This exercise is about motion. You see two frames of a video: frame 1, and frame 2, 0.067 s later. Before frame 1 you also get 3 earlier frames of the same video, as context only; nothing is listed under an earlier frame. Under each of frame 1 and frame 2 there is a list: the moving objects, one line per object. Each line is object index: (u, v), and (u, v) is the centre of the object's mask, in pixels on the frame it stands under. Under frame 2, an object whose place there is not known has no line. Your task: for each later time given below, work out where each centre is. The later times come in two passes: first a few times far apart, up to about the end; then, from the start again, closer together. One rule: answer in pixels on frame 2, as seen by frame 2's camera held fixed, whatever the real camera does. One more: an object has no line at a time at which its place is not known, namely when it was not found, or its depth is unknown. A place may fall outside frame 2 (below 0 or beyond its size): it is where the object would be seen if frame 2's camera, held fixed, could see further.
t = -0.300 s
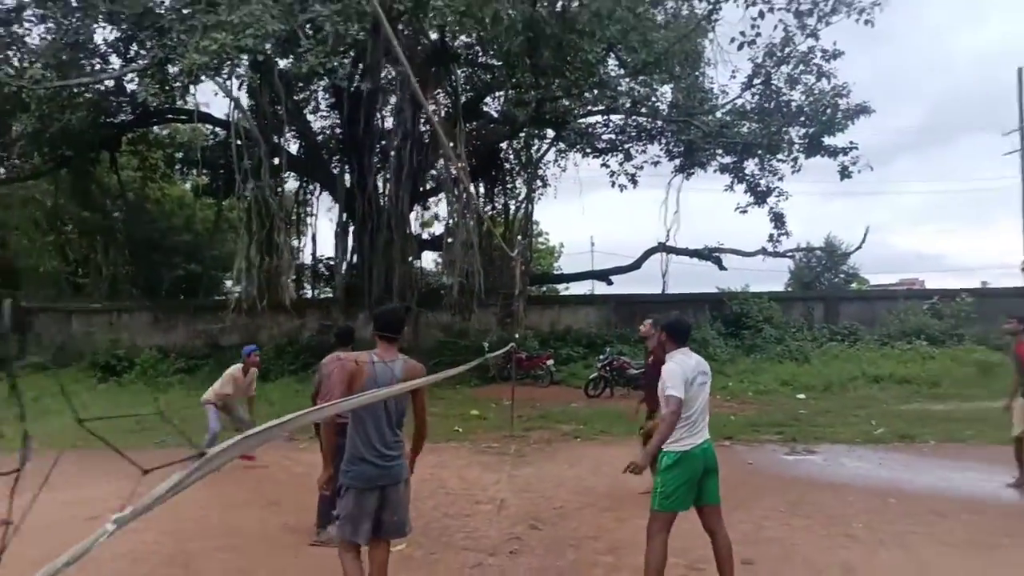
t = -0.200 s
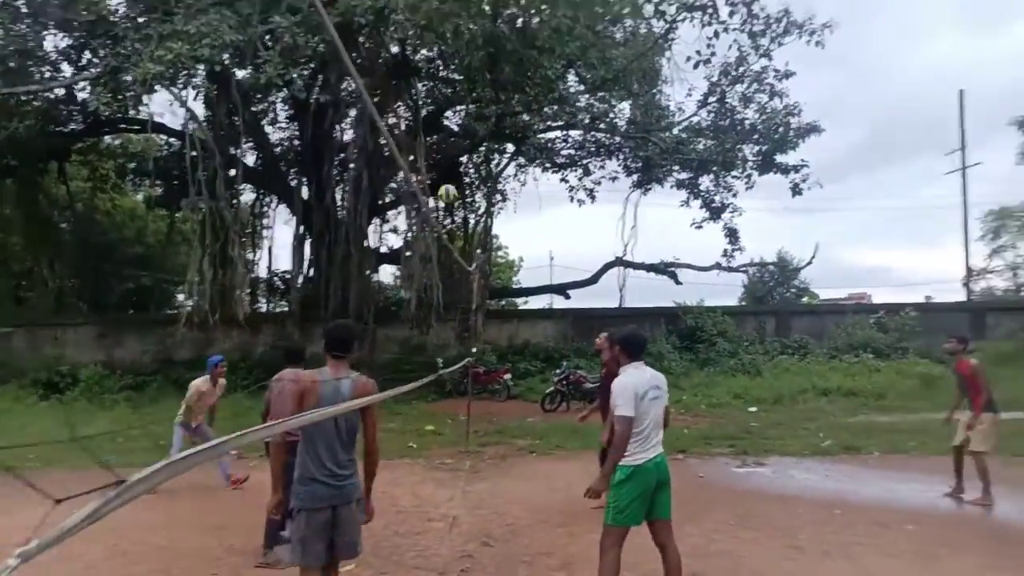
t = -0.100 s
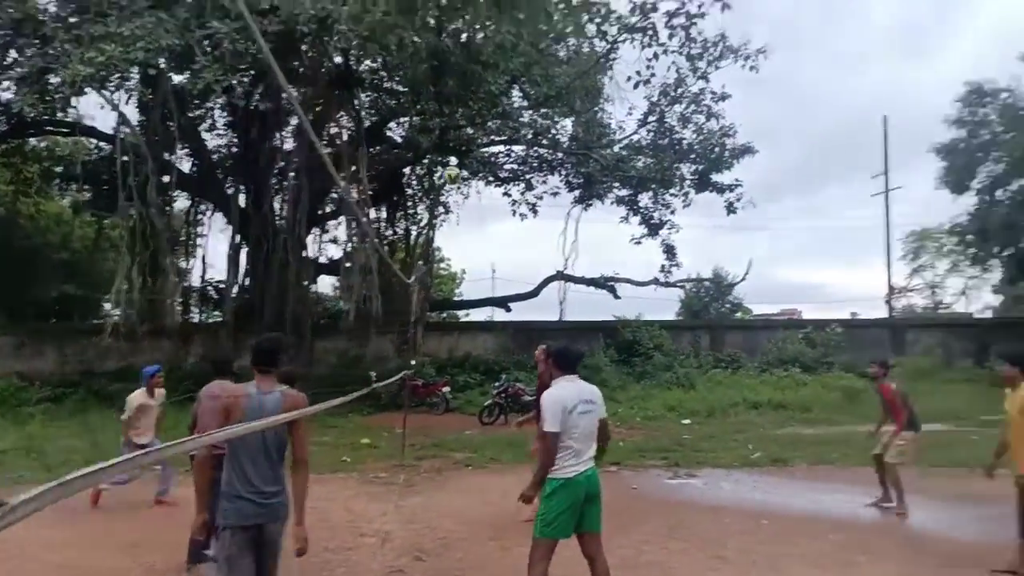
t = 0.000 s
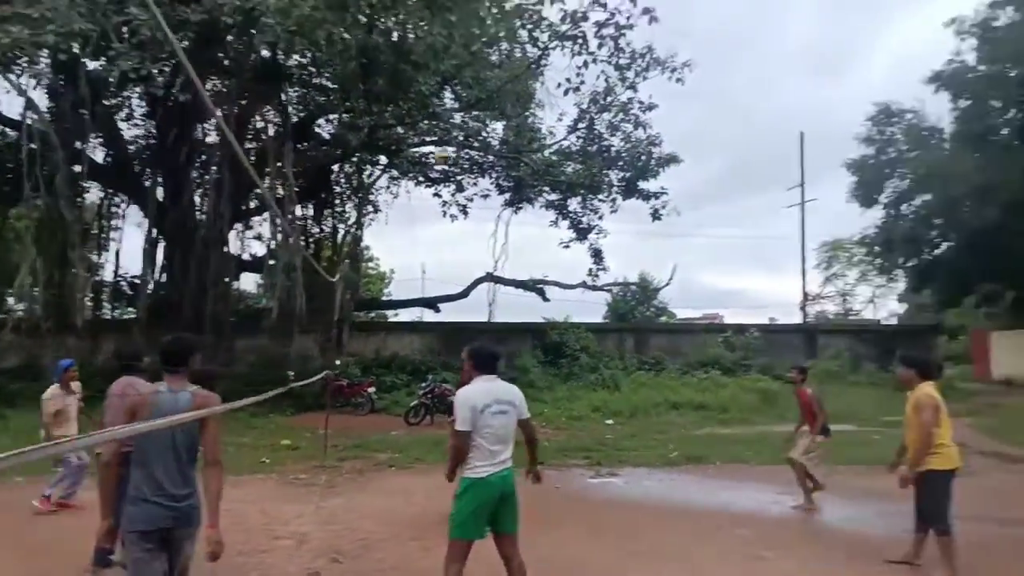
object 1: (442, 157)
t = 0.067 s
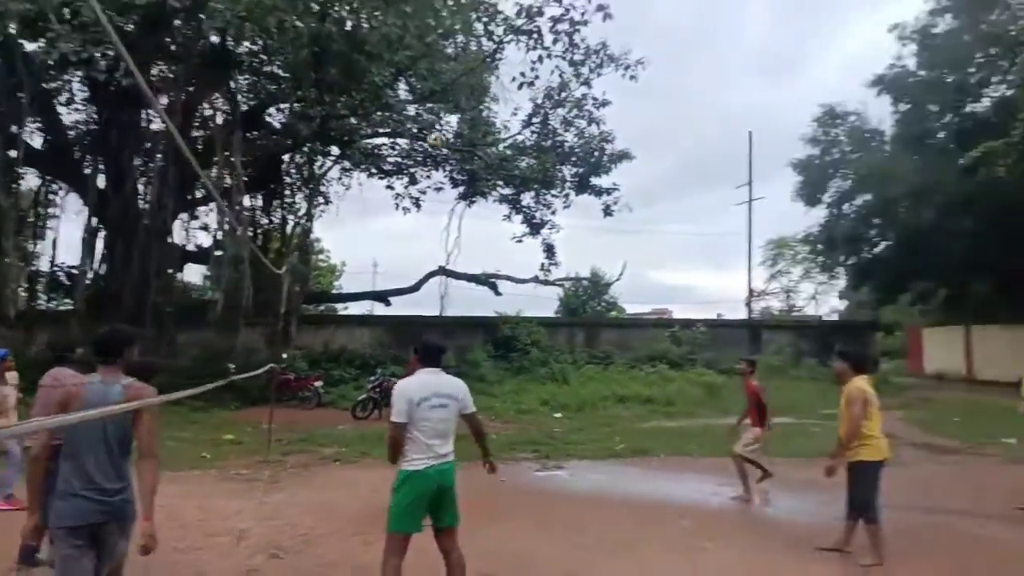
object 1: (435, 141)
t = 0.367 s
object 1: (594, 148)
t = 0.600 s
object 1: (706, 206)
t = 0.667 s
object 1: (737, 228)
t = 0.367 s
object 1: (594, 148)
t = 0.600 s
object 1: (706, 206)
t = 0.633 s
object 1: (722, 217)
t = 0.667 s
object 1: (737, 228)
